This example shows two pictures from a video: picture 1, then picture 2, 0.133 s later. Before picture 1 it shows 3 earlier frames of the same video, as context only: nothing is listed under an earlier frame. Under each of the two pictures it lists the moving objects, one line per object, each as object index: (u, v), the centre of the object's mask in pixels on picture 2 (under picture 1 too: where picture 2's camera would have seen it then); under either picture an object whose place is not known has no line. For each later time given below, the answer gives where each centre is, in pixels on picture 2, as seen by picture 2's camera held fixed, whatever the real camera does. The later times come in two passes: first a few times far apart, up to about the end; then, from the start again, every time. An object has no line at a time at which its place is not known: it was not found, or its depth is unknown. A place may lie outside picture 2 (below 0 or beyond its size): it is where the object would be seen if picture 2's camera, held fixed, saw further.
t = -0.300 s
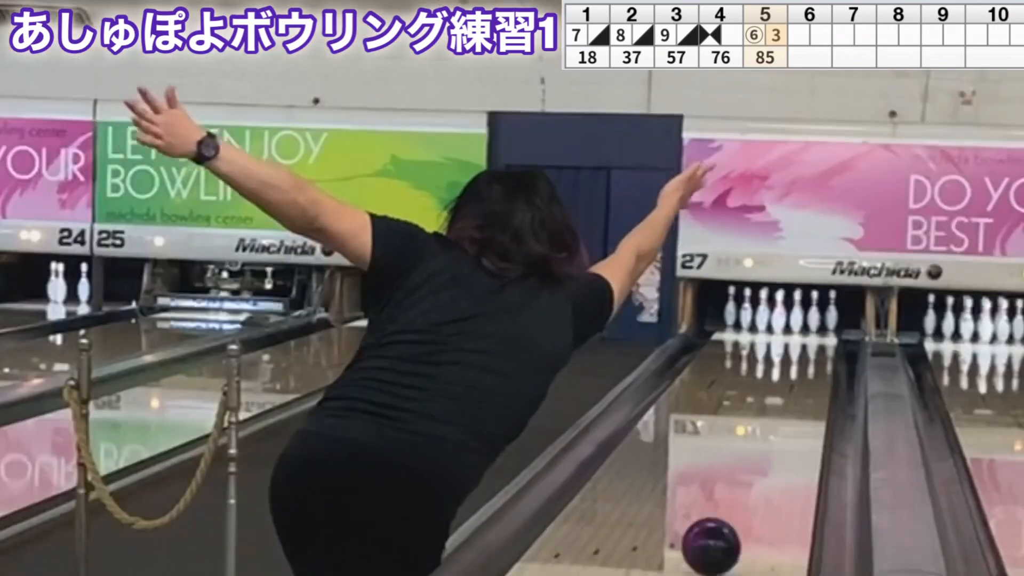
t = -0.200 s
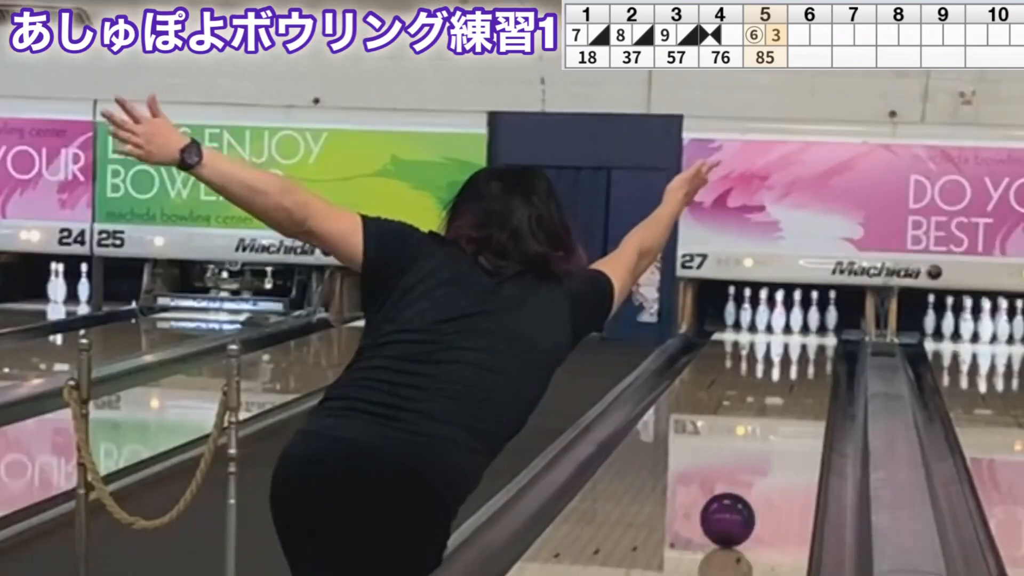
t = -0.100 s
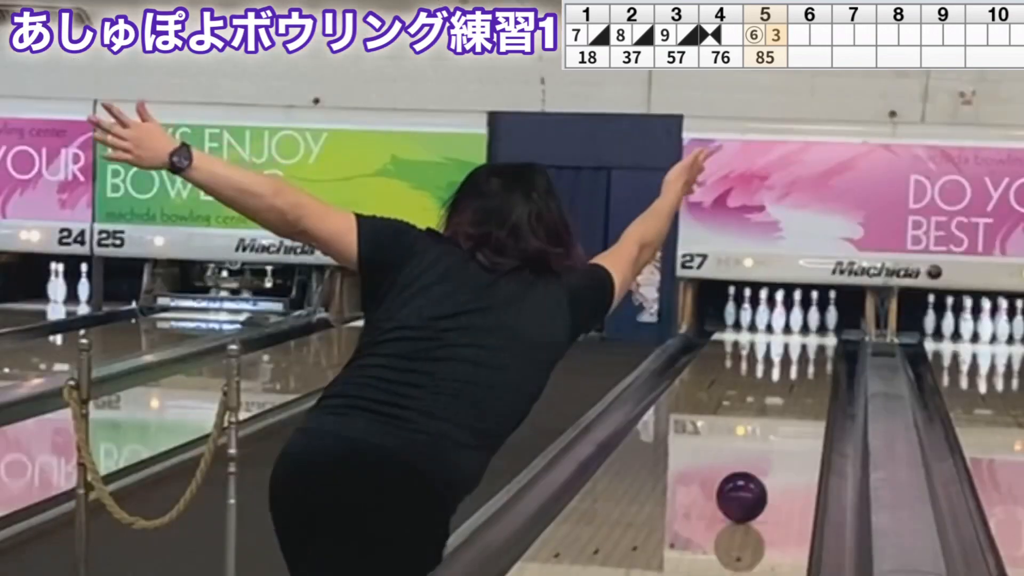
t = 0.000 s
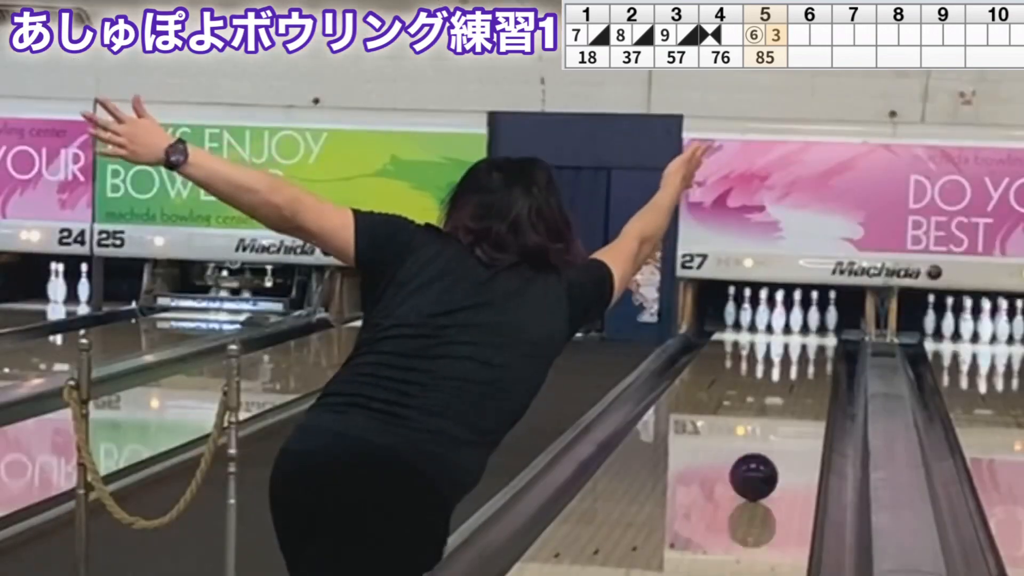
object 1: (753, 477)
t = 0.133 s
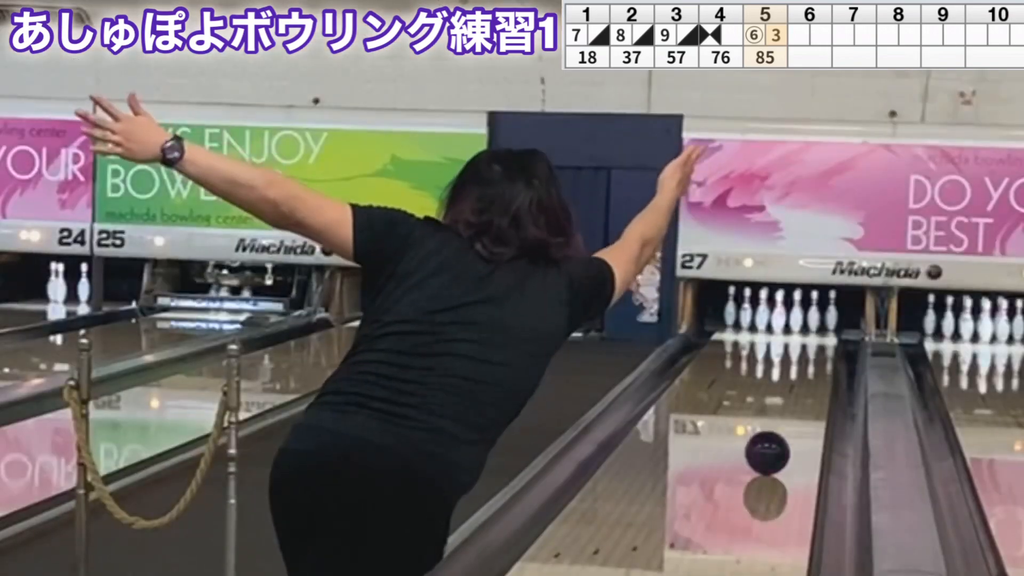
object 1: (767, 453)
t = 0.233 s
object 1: (775, 437)
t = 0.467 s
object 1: (790, 407)
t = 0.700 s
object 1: (800, 384)
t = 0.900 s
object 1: (805, 367)
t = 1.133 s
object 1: (805, 350)
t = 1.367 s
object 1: (798, 336)
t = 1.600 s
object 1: (782, 323)
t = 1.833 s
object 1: (771, 318)
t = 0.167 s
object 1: (770, 447)
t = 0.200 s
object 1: (773, 442)
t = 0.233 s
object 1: (775, 437)
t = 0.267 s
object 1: (778, 433)
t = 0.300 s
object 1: (780, 428)
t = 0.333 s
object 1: (782, 424)
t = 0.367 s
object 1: (785, 420)
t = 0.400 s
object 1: (786, 415)
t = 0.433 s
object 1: (788, 411)
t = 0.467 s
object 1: (790, 407)
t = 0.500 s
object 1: (792, 404)
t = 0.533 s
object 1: (793, 400)
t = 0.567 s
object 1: (795, 396)
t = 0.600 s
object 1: (796, 393)
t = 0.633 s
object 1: (798, 390)
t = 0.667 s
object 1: (799, 387)
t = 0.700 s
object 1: (800, 384)
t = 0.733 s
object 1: (801, 381)
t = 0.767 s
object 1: (801, 378)
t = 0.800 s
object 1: (802, 375)
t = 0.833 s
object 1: (803, 373)
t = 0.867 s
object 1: (804, 369)
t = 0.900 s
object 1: (805, 367)
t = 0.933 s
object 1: (804, 365)
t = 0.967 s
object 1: (805, 362)
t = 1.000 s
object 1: (806, 360)
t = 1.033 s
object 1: (806, 357)
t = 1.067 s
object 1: (806, 355)
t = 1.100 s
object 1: (805, 353)
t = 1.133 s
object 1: (805, 350)
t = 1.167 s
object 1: (805, 348)
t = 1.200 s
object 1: (804, 346)
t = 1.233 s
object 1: (803, 344)
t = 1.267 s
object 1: (801, 342)
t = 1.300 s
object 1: (800, 340)
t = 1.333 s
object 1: (799, 338)
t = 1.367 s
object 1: (798, 336)
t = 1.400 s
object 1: (797, 334)
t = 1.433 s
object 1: (795, 332)
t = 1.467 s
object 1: (792, 330)
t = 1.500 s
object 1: (790, 329)
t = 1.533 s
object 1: (787, 328)
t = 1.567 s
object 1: (784, 325)
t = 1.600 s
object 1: (782, 323)
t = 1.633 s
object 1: (780, 323)
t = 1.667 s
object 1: (779, 321)
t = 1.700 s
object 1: (778, 321)
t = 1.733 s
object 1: (777, 319)
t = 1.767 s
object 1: (778, 317)
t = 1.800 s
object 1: (773, 319)
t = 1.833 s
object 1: (771, 318)
